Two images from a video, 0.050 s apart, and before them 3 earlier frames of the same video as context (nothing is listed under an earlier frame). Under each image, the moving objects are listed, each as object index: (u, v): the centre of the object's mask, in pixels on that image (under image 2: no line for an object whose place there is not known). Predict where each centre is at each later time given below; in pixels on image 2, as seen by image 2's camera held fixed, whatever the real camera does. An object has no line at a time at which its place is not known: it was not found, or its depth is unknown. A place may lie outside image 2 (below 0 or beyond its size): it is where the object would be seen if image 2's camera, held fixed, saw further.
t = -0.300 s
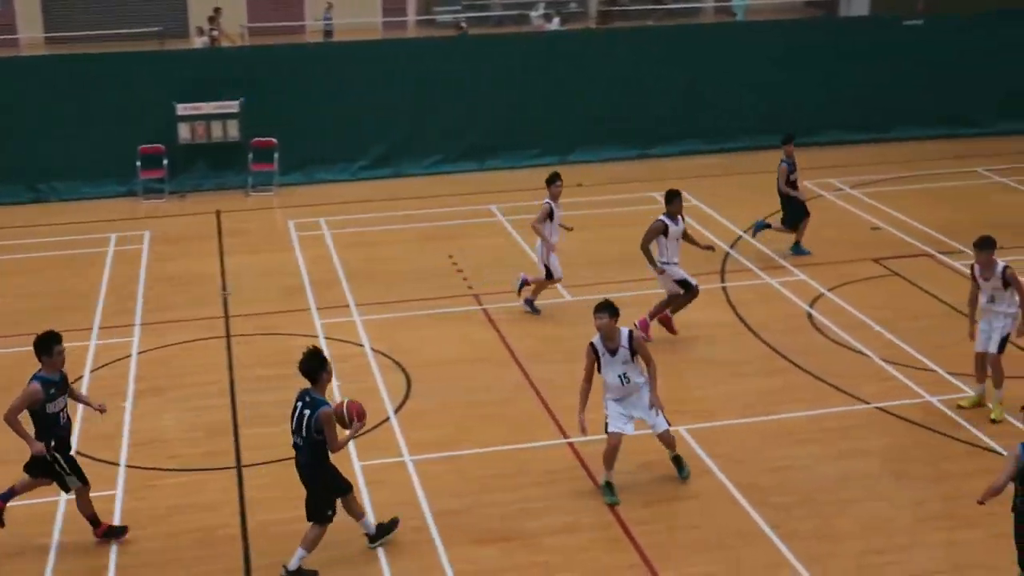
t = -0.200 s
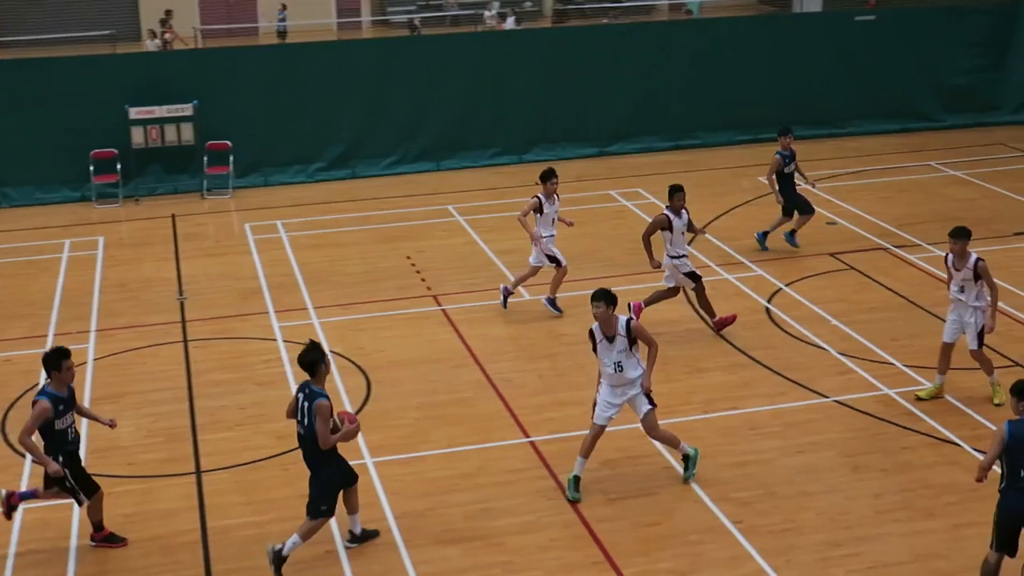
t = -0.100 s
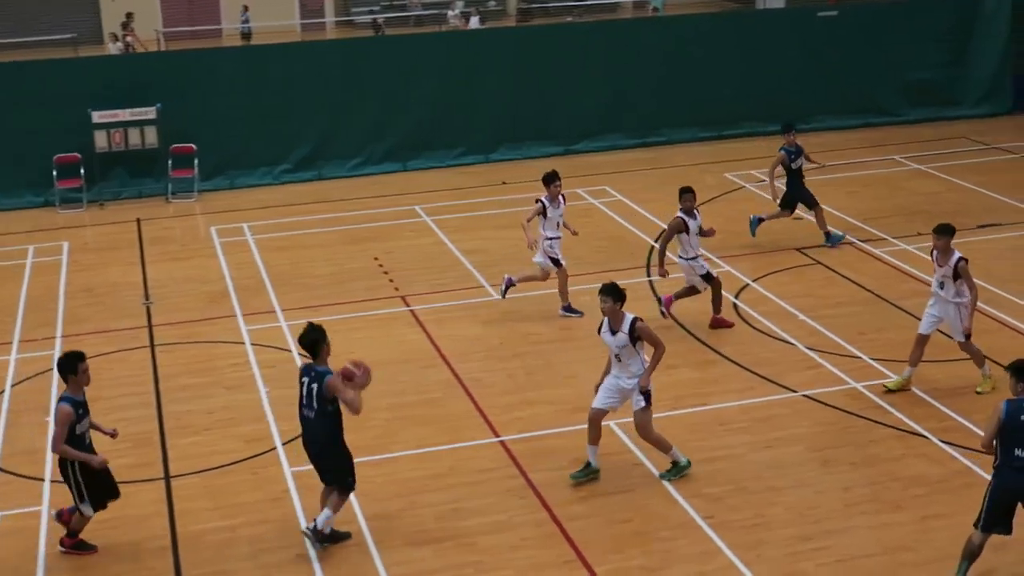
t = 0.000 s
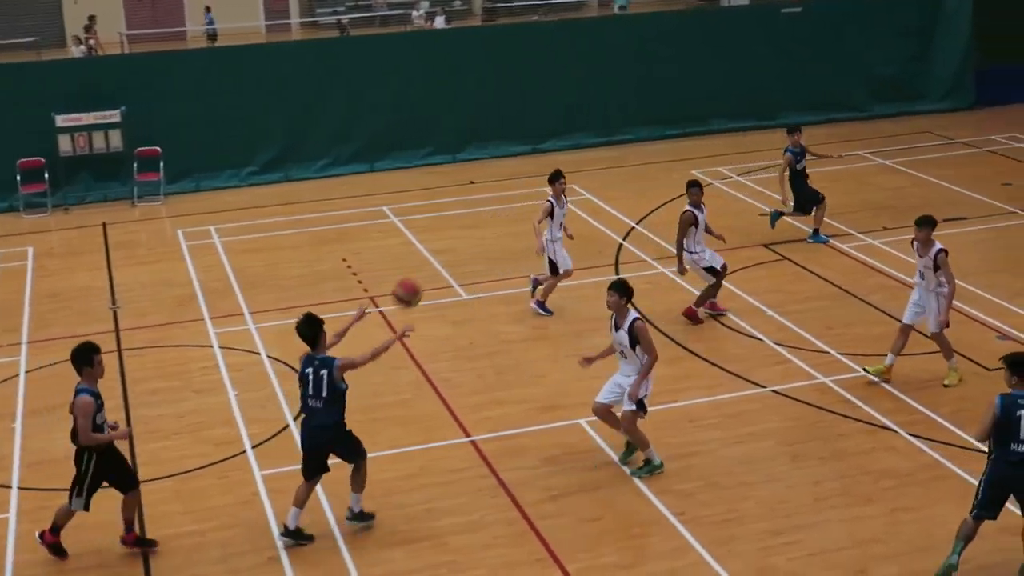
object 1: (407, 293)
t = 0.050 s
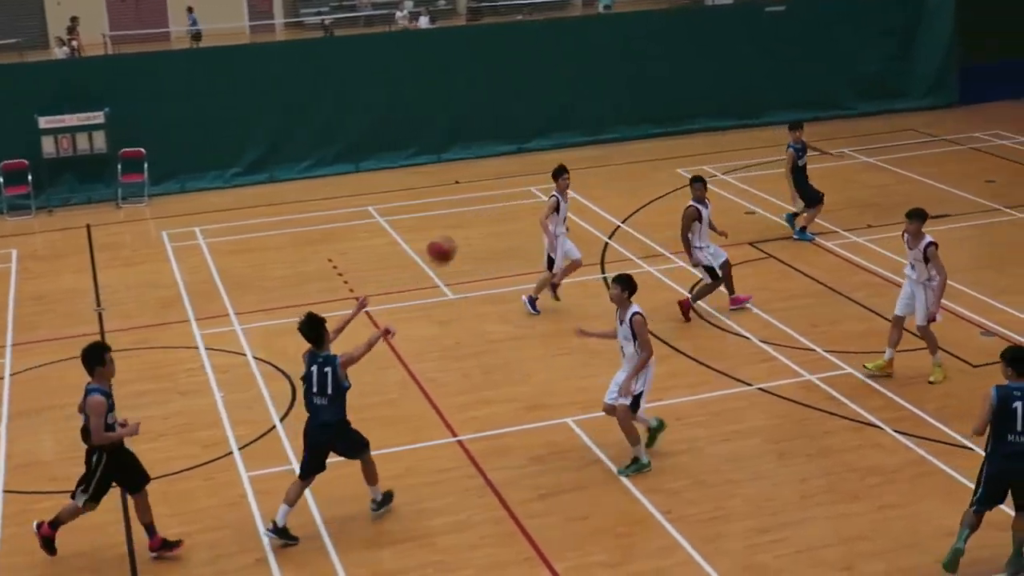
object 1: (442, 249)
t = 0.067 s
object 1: (457, 236)
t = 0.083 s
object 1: (472, 224)
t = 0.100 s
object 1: (486, 212)
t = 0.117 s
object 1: (500, 201)
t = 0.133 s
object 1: (514, 190)
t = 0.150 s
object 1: (527, 179)
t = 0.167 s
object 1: (540, 167)
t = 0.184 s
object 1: (553, 157)
